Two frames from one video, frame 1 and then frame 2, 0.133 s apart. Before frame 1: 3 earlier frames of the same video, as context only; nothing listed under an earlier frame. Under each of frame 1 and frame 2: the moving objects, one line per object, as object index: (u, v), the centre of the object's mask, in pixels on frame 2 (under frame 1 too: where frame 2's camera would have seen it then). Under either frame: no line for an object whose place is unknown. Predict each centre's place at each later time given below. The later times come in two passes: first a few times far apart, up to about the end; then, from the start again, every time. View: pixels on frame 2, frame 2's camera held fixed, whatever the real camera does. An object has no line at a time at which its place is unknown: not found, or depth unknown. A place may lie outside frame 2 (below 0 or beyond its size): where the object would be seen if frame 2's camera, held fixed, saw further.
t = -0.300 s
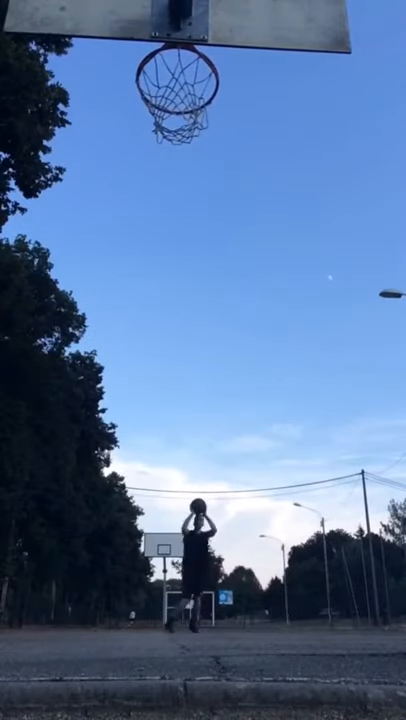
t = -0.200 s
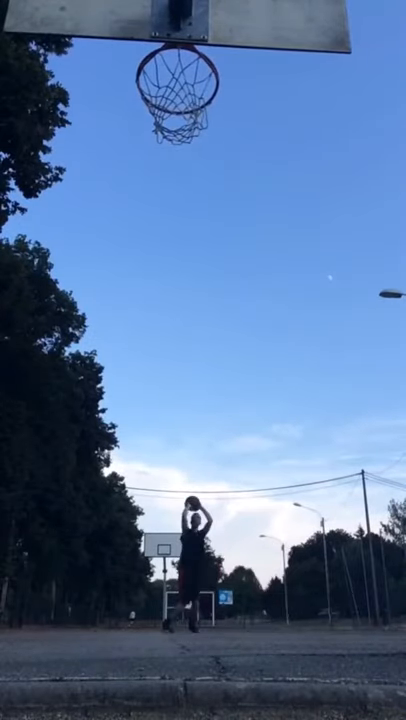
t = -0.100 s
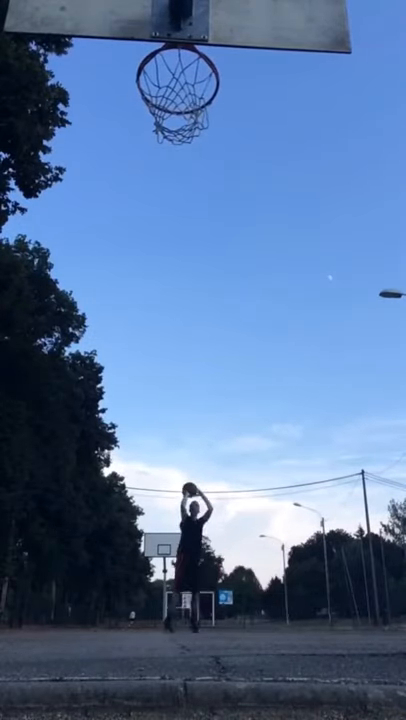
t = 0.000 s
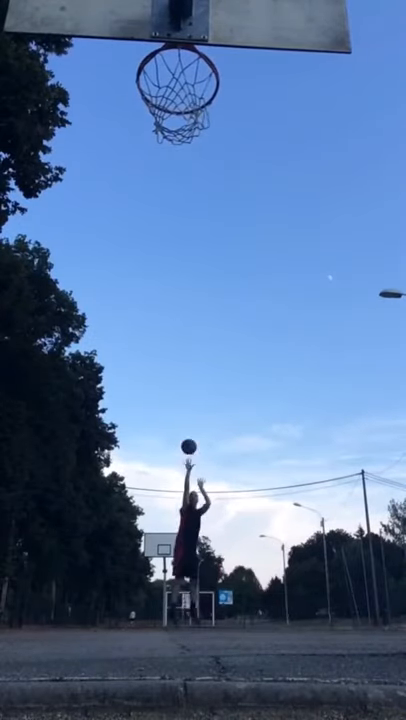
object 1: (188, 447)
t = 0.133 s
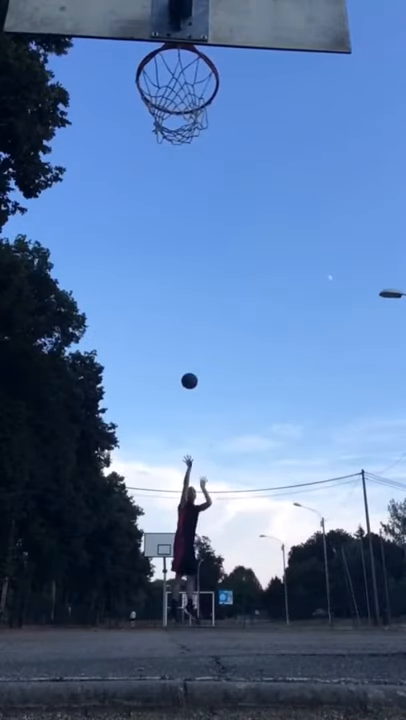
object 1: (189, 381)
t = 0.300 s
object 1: (190, 308)
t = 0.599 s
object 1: (191, 198)
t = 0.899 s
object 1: (191, 114)
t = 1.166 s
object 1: (187, 66)
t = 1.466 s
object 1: (125, 227)
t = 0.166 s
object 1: (189, 366)
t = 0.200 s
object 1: (189, 351)
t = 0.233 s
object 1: (190, 336)
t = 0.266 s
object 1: (190, 322)
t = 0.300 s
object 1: (190, 308)
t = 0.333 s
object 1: (190, 295)
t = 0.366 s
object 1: (190, 281)
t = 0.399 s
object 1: (190, 269)
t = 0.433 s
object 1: (190, 256)
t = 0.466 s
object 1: (190, 244)
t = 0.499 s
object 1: (191, 232)
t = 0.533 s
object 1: (191, 220)
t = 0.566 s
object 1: (191, 209)
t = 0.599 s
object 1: (191, 198)
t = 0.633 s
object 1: (191, 187)
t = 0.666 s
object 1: (191, 177)
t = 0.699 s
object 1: (191, 167)
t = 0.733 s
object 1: (191, 157)
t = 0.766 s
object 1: (191, 148)
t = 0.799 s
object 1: (191, 138)
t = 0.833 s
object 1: (191, 130)
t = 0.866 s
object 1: (191, 122)
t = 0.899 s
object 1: (191, 114)
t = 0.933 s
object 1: (191, 106)
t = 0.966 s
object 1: (190, 99)
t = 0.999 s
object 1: (190, 92)
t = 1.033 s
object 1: (190, 86)
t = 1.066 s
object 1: (190, 80)
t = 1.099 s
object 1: (189, 75)
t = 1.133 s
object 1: (188, 70)
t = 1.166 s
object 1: (187, 66)
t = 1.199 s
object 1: (186, 65)
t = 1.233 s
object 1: (185, 64)
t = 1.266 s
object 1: (184, 64)
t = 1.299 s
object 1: (169, 96)
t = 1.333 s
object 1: (156, 127)
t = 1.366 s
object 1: (148, 152)
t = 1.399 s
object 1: (140, 177)
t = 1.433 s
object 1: (133, 201)
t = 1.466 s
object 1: (125, 227)
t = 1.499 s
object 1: (119, 252)
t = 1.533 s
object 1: (112, 278)
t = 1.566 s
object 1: (105, 304)
